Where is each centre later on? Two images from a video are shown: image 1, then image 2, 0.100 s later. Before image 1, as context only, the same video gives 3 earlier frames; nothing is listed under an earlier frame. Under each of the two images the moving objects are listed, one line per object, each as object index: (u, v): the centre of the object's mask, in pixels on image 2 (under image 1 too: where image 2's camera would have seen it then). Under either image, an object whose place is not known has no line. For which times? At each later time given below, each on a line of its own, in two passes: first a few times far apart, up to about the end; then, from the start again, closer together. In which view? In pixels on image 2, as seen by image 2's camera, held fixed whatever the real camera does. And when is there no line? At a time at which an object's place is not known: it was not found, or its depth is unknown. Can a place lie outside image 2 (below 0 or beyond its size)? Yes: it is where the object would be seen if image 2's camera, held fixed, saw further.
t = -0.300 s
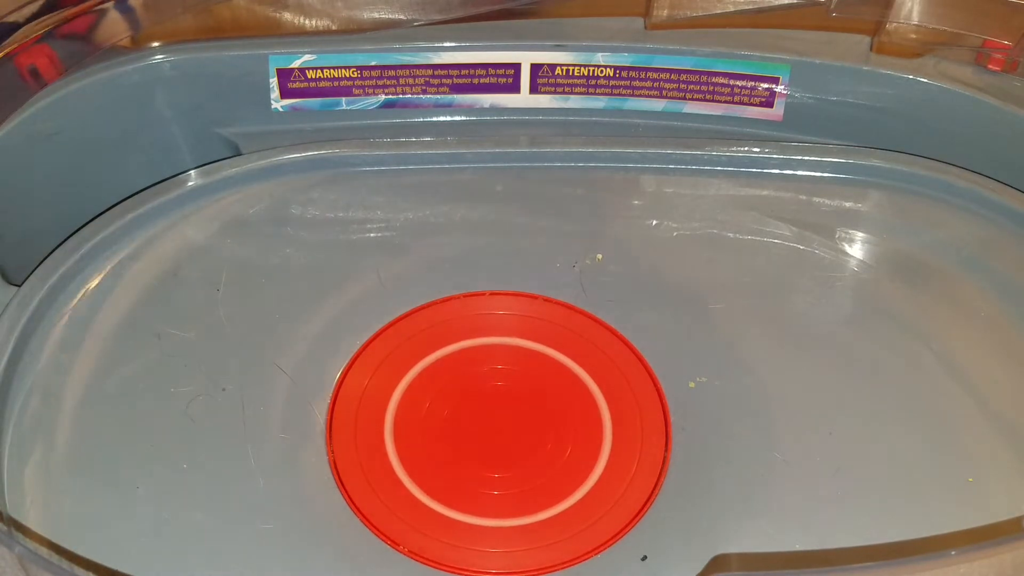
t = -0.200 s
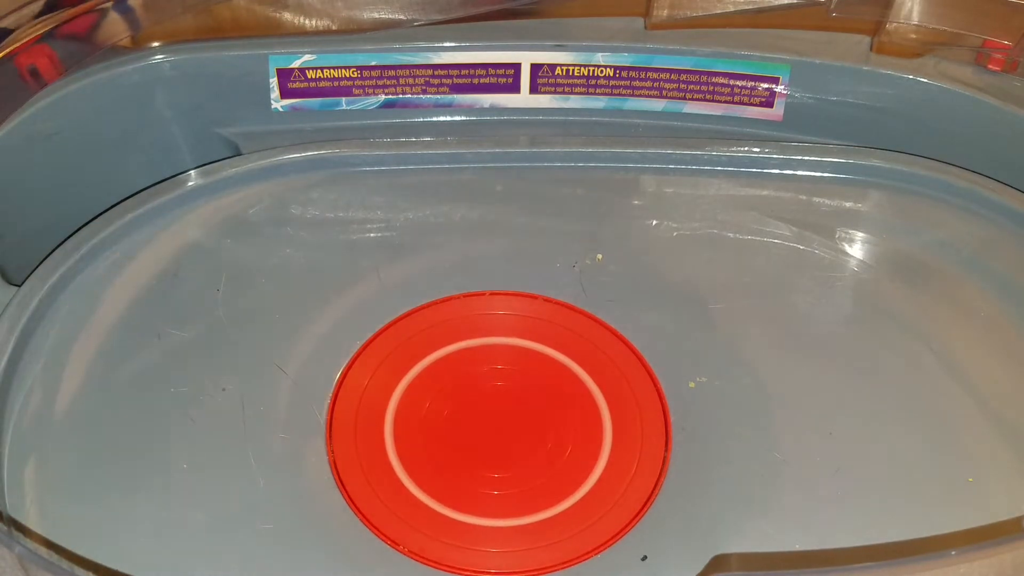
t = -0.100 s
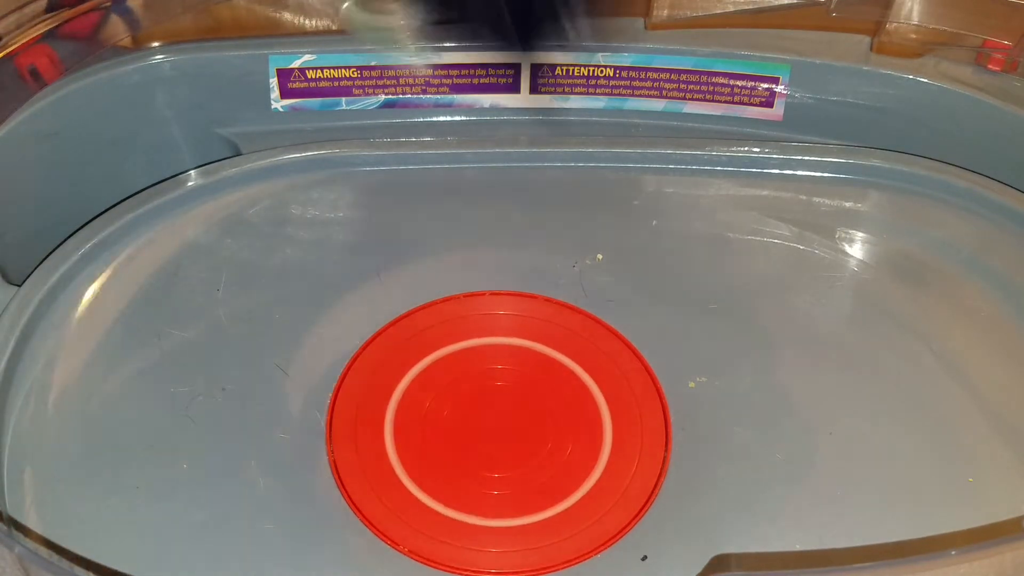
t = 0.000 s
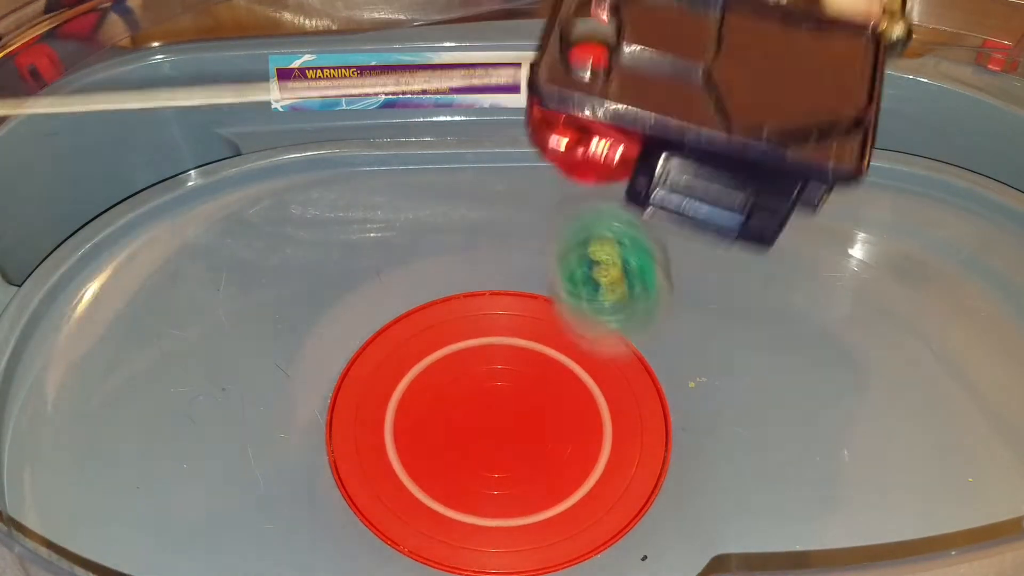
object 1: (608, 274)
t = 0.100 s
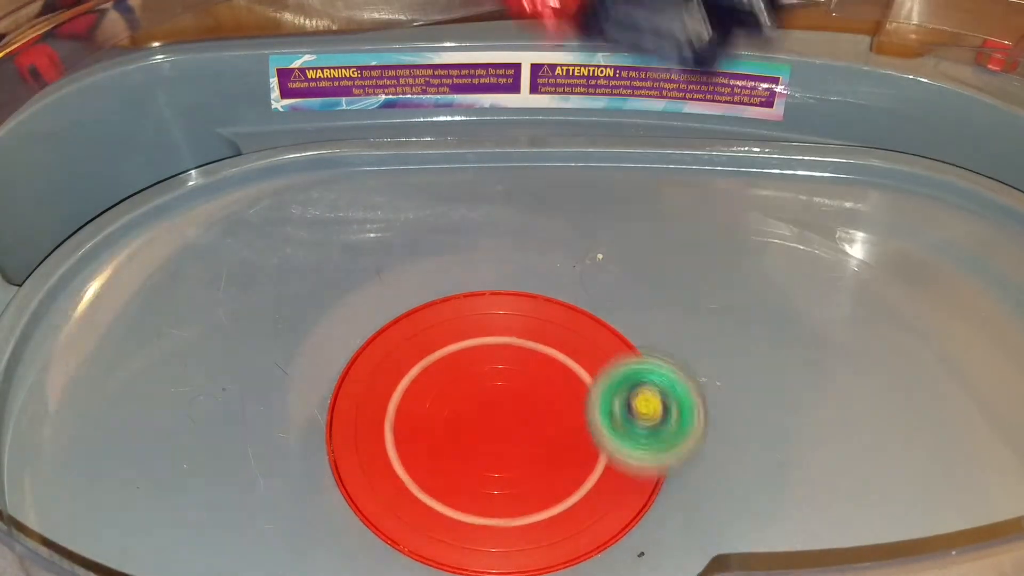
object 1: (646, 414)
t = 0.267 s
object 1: (500, 533)
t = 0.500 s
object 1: (262, 394)
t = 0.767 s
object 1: (429, 415)
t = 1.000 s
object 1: (621, 283)
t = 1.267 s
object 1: (572, 384)
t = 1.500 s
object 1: (408, 533)
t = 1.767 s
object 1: (568, 528)
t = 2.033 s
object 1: (655, 478)
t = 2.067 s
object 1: (649, 486)
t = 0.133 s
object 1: (642, 444)
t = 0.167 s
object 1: (631, 491)
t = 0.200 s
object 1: (593, 505)
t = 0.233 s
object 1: (547, 519)
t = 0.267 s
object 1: (500, 533)
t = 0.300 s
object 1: (457, 529)
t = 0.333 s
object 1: (403, 521)
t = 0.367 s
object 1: (347, 493)
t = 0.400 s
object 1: (303, 459)
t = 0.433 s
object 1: (275, 430)
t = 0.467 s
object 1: (264, 408)
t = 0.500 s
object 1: (262, 394)
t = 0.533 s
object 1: (269, 389)
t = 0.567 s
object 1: (283, 393)
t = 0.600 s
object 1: (307, 409)
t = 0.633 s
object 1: (330, 428)
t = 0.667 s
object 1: (356, 444)
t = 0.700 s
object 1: (385, 447)
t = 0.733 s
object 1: (408, 435)
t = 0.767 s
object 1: (429, 415)
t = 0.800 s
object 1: (449, 386)
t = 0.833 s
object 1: (474, 354)
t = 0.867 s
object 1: (507, 323)
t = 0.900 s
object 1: (546, 296)
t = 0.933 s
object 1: (580, 280)
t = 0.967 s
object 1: (598, 283)
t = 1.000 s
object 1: (621, 283)
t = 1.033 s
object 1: (635, 286)
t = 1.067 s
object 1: (638, 292)
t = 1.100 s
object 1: (632, 300)
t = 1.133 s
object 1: (623, 306)
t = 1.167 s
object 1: (612, 316)
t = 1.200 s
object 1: (598, 330)
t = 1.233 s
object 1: (585, 353)
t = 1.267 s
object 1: (572, 384)
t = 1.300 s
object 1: (562, 421)
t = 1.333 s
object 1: (544, 463)
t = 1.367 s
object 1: (516, 506)
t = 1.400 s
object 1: (474, 531)
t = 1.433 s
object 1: (438, 534)
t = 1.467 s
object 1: (418, 533)
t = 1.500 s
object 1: (408, 533)
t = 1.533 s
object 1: (414, 530)
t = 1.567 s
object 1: (419, 531)
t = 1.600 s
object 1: (424, 534)
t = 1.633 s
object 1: (443, 537)
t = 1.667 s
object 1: (471, 538)
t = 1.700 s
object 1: (505, 538)
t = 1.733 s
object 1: (538, 536)
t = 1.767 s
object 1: (568, 528)
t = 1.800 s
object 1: (596, 524)
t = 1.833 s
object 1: (618, 518)
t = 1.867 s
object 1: (632, 503)
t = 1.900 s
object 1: (643, 487)
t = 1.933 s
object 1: (652, 479)
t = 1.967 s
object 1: (657, 475)
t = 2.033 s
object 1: (655, 478)
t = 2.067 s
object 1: (649, 486)
